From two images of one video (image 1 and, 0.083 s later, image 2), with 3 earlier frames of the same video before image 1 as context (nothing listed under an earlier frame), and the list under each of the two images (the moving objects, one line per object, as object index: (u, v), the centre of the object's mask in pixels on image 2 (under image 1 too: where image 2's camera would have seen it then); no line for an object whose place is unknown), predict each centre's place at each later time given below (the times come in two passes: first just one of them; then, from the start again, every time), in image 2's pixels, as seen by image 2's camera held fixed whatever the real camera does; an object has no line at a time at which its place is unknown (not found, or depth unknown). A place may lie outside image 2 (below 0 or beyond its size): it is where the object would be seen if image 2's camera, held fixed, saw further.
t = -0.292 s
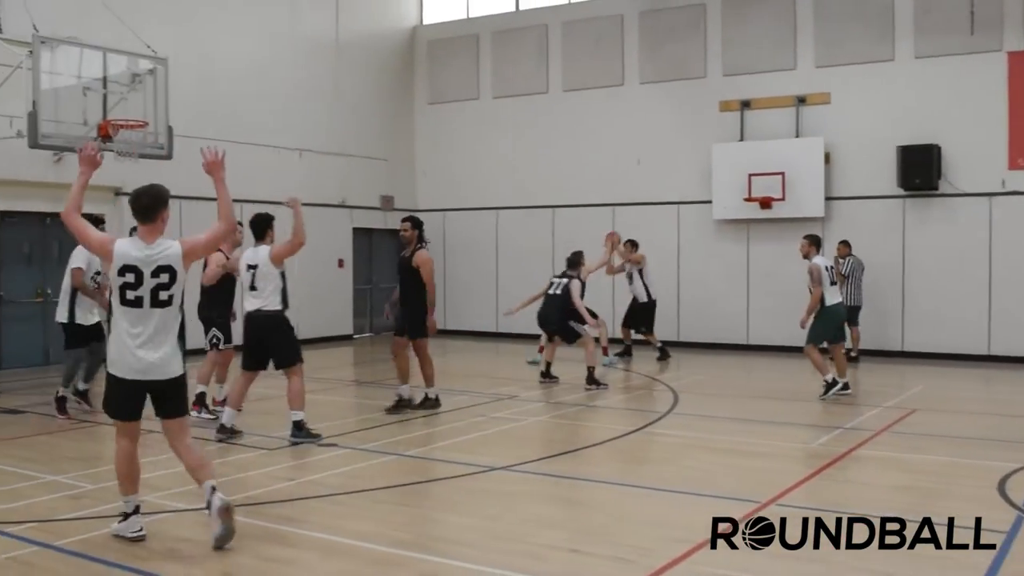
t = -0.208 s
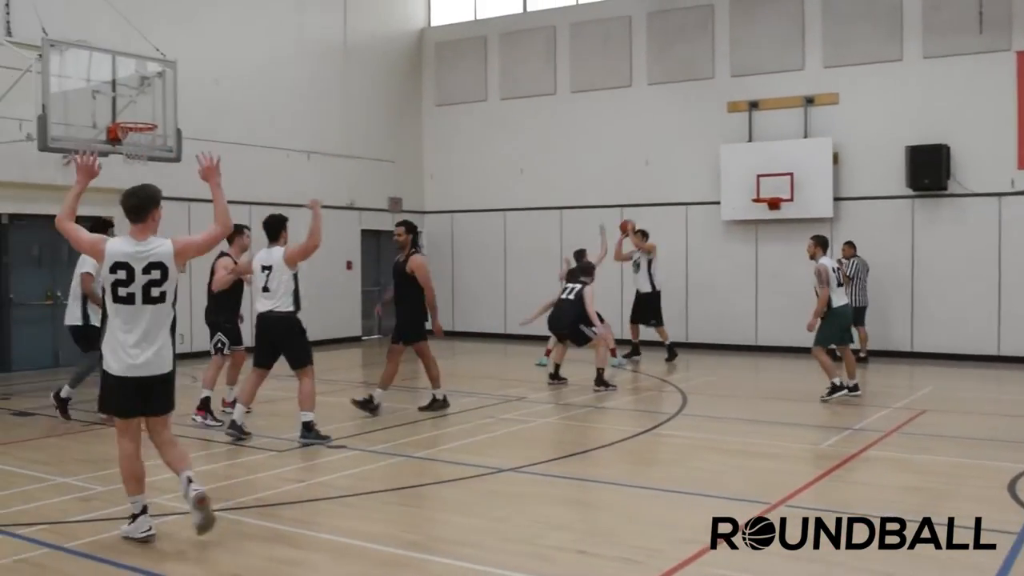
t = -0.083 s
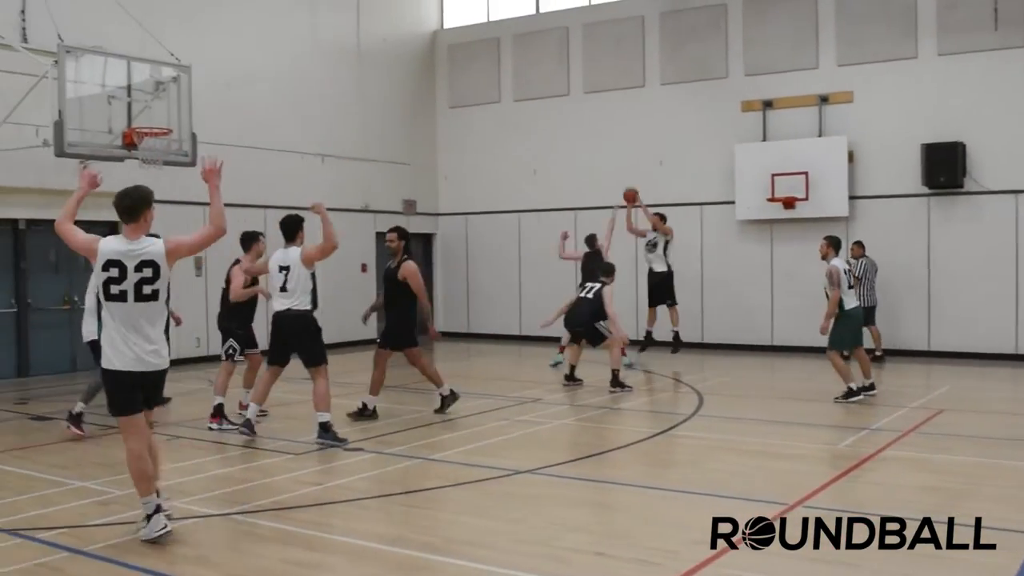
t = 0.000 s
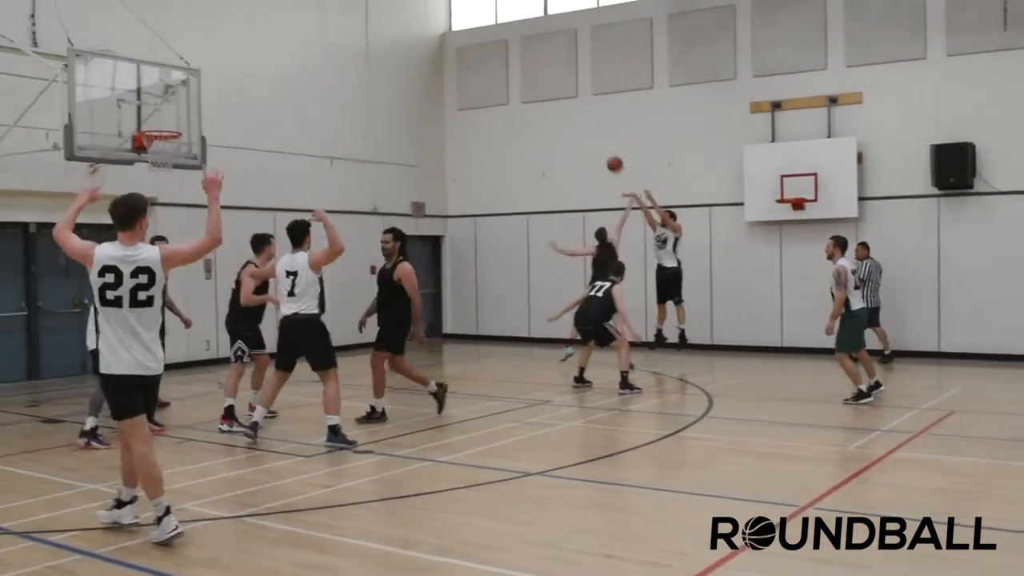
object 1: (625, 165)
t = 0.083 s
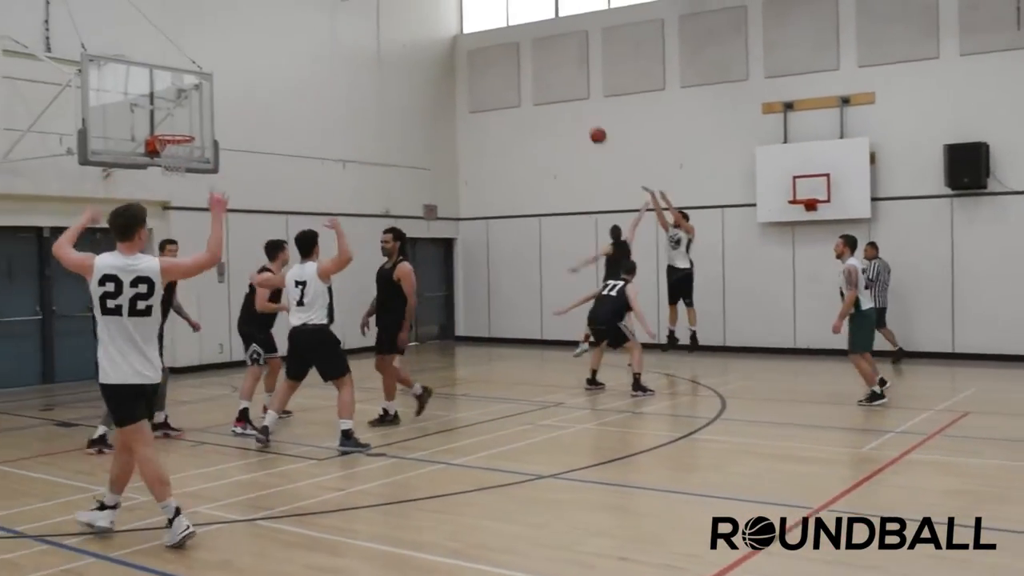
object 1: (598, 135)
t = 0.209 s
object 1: (557, 100)
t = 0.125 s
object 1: (586, 124)
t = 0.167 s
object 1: (569, 109)
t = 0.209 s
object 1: (557, 100)
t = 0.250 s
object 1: (540, 87)
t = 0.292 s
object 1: (528, 79)
